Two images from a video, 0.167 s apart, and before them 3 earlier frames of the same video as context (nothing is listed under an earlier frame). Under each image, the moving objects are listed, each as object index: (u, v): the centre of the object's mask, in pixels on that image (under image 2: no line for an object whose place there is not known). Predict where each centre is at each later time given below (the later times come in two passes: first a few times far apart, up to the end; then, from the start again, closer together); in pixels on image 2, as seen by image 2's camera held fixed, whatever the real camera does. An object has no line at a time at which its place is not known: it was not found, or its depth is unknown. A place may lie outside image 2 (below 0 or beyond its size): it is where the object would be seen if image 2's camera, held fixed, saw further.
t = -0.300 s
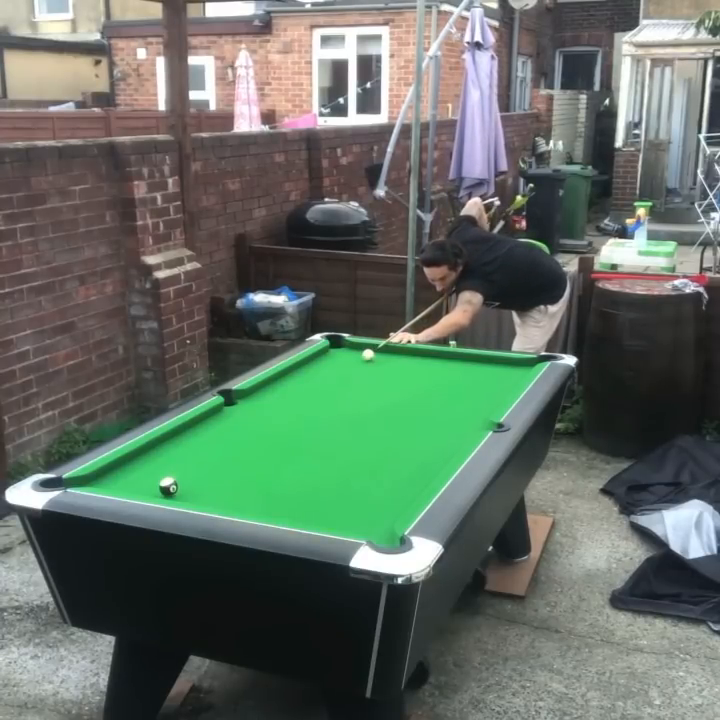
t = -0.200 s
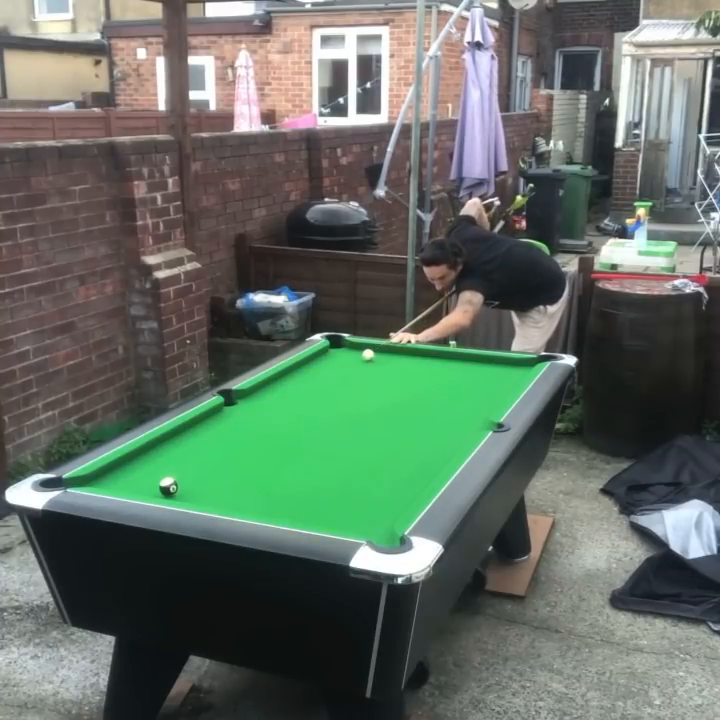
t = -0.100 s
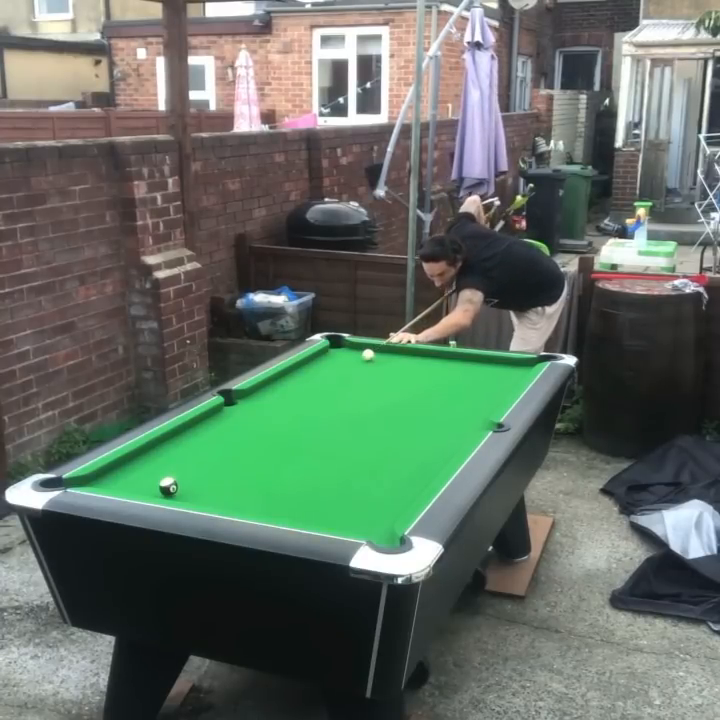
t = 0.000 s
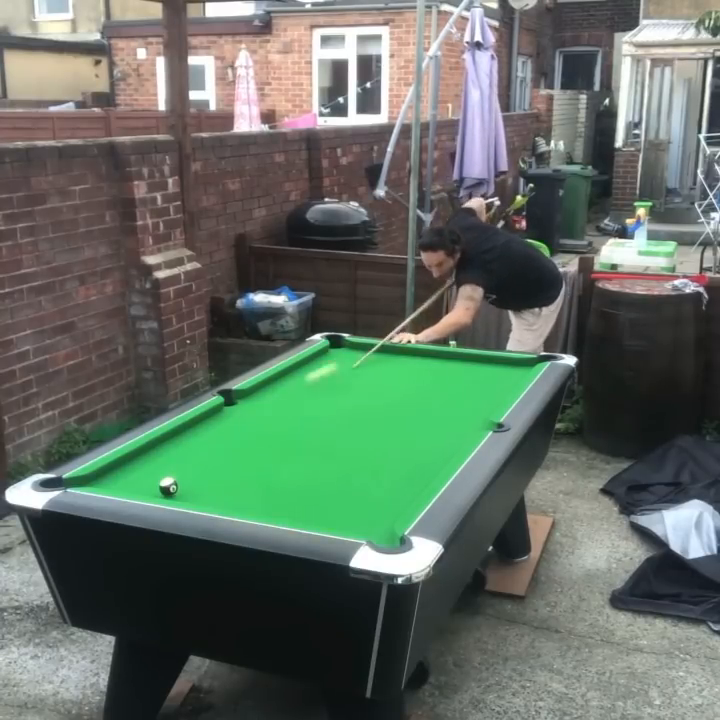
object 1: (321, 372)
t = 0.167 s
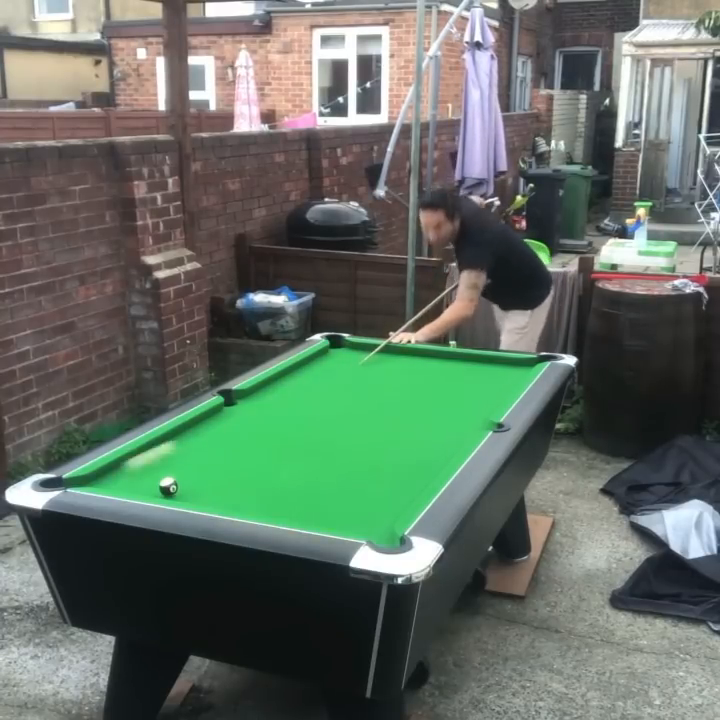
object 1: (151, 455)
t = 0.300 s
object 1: (149, 485)
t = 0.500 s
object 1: (140, 490)
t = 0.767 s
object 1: (147, 486)
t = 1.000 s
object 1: (151, 483)
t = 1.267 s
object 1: (155, 479)
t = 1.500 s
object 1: (159, 477)
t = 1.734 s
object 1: (162, 475)
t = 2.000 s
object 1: (164, 474)
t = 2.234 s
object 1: (166, 474)
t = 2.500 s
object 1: (165, 473)
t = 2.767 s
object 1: (165, 473)
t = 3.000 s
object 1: (166, 473)
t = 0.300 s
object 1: (149, 485)
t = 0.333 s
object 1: (146, 487)
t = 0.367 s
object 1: (143, 489)
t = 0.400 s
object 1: (141, 490)
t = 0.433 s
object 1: (139, 491)
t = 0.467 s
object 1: (140, 490)
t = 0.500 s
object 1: (140, 490)
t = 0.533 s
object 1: (141, 490)
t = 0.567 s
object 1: (142, 489)
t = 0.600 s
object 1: (143, 488)
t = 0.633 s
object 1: (144, 488)
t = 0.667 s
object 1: (144, 487)
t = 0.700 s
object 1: (145, 487)
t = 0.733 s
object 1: (146, 486)
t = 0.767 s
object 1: (147, 486)
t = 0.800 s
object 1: (147, 486)
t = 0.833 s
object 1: (148, 486)
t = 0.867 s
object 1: (148, 485)
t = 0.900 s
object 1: (149, 485)
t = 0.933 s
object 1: (150, 484)
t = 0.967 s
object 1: (151, 483)
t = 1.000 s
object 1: (151, 483)
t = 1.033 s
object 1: (152, 482)
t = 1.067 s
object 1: (152, 482)
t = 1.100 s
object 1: (153, 481)
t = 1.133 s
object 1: (153, 481)
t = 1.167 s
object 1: (154, 481)
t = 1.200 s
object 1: (154, 480)
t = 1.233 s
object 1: (155, 480)
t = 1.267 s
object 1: (155, 479)
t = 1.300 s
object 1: (156, 479)
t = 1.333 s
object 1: (156, 479)
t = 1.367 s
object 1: (157, 478)
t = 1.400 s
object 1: (157, 478)
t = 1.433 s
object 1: (158, 478)
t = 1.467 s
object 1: (158, 477)
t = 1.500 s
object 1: (159, 477)
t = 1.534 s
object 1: (159, 477)
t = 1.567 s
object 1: (160, 476)
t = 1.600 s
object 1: (160, 476)
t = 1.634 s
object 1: (160, 476)
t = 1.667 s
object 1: (161, 476)
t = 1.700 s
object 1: (161, 475)
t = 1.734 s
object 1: (162, 475)
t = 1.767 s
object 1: (162, 475)
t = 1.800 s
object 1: (162, 475)
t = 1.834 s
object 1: (163, 475)
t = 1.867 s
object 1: (163, 474)
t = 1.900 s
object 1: (163, 474)
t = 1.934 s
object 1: (164, 474)
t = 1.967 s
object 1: (164, 474)
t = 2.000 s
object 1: (164, 474)
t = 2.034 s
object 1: (164, 474)
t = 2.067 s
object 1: (165, 474)
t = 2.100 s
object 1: (165, 474)
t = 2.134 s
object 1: (165, 474)
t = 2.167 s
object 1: (166, 474)
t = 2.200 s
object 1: (166, 474)
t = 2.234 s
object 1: (166, 474)
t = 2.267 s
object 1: (166, 474)
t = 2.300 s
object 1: (166, 473)
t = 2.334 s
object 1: (166, 473)
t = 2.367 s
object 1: (166, 473)
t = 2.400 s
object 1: (165, 473)
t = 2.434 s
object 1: (165, 473)
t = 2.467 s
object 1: (165, 473)
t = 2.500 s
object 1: (165, 473)
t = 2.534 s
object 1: (166, 473)
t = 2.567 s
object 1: (166, 473)
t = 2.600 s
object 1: (166, 473)
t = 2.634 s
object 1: (166, 473)
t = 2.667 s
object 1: (165, 473)
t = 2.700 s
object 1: (165, 473)
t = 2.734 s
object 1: (165, 473)
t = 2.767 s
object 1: (165, 473)
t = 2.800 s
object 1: (165, 473)
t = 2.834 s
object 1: (165, 473)
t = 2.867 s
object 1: (166, 473)
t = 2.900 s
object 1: (166, 473)
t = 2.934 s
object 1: (166, 473)
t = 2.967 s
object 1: (166, 473)
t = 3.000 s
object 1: (166, 473)
